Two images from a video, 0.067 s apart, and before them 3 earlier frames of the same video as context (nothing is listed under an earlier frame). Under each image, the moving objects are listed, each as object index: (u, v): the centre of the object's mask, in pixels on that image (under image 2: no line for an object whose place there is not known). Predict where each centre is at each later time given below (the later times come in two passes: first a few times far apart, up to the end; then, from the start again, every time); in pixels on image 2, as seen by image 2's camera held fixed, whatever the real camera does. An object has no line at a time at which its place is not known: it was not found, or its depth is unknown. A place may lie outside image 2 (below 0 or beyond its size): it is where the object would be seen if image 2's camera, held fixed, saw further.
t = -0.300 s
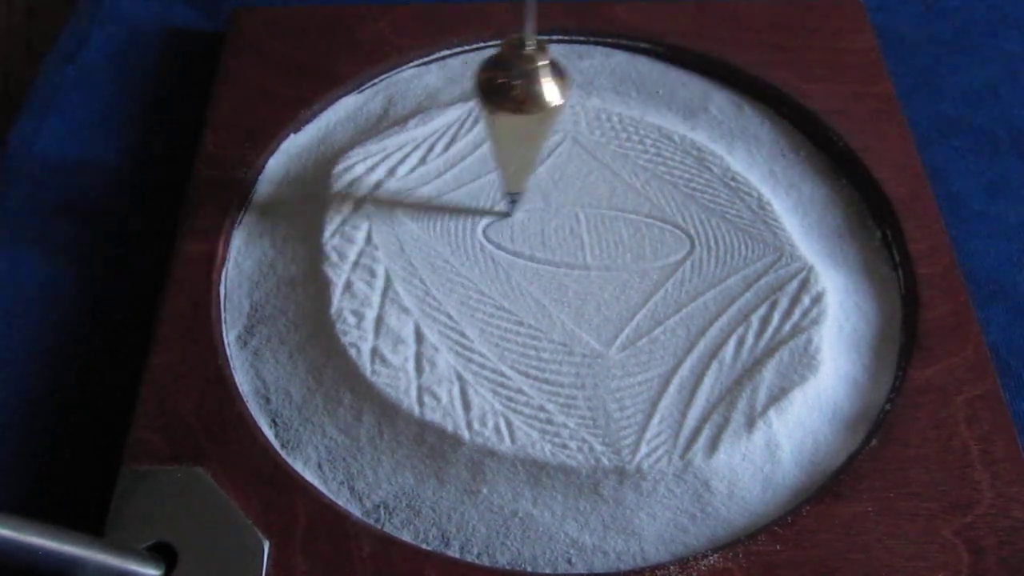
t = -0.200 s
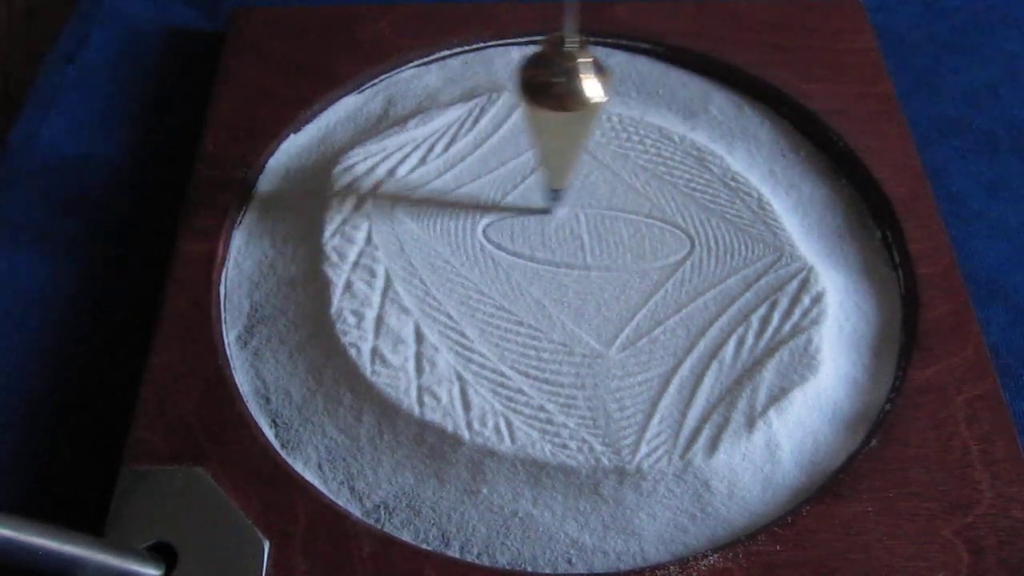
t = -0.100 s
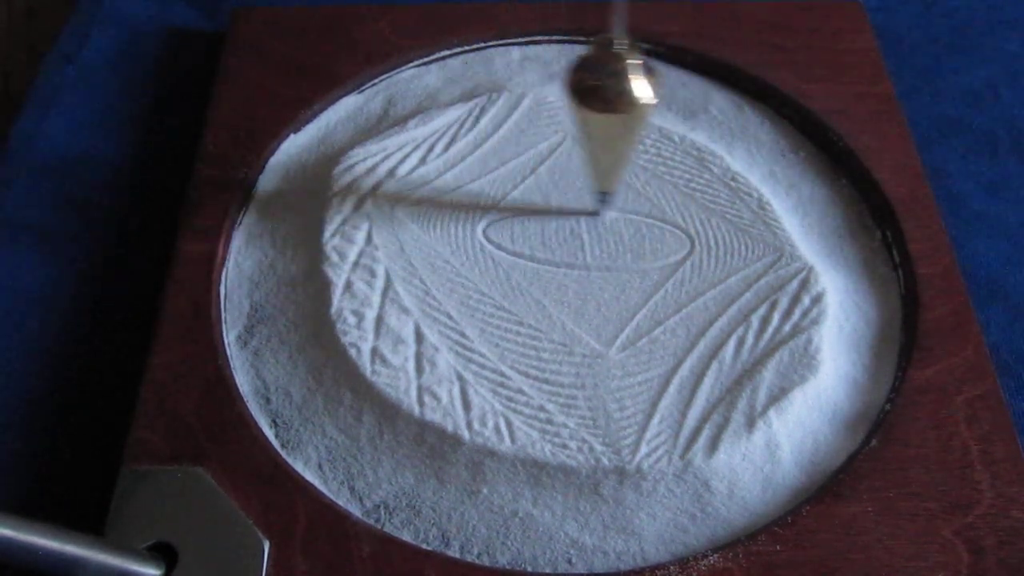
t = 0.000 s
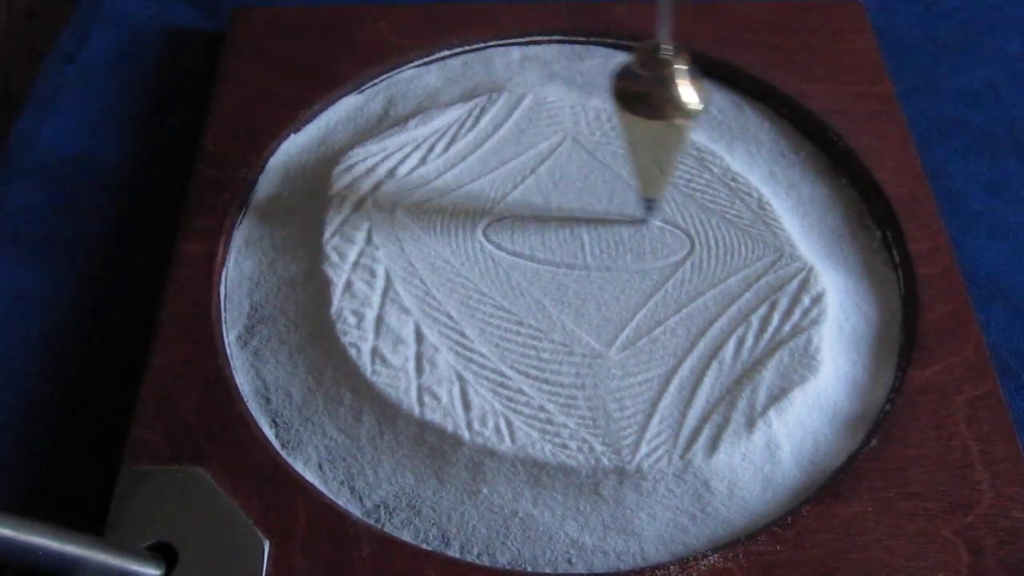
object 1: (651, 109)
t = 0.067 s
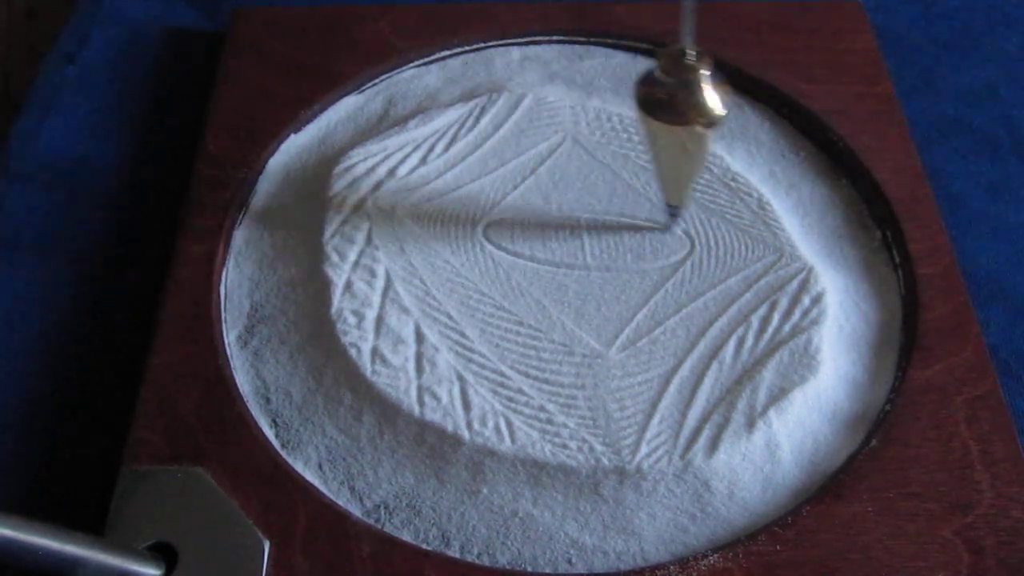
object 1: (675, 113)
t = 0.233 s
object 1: (699, 130)
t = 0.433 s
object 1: (639, 139)
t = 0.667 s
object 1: (526, 134)
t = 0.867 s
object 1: (489, 116)
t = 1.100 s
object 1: (554, 106)
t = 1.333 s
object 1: (663, 111)
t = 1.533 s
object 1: (699, 128)
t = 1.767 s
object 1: (619, 139)
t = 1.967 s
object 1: (521, 134)
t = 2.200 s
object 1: (488, 116)
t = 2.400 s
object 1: (552, 110)
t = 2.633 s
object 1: (666, 116)
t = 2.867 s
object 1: (696, 128)
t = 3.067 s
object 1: (620, 137)
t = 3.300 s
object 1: (510, 127)
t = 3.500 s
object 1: (489, 117)
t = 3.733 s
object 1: (566, 114)
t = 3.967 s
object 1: (672, 121)
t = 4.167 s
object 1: (695, 126)
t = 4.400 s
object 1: (611, 129)
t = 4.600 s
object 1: (517, 121)
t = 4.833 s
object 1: (495, 117)
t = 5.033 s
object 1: (565, 119)
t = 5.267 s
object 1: (671, 123)
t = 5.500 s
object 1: (689, 126)
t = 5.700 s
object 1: (607, 127)
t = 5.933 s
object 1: (506, 120)
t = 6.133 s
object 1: (490, 120)
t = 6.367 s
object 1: (580, 124)
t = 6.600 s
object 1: (682, 123)
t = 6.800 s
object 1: (688, 124)
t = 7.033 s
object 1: (592, 121)
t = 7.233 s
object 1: (510, 116)
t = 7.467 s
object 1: (502, 120)
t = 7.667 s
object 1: (577, 129)
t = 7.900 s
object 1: (676, 126)
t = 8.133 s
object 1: (679, 120)
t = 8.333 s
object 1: (594, 118)
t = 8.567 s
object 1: (505, 115)
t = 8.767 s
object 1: (502, 124)
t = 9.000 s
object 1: (593, 135)
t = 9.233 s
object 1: (686, 128)
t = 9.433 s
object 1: (678, 119)
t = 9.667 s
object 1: (579, 115)
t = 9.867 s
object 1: (508, 115)
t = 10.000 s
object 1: (497, 120)
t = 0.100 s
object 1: (683, 116)
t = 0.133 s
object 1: (690, 120)
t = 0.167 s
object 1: (699, 123)
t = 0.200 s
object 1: (701, 126)
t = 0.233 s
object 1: (699, 130)
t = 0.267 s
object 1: (695, 131)
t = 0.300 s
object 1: (689, 131)
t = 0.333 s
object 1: (679, 134)
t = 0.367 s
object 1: (668, 134)
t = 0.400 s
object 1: (654, 138)
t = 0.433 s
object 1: (639, 139)
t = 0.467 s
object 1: (623, 142)
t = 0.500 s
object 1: (606, 141)
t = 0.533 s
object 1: (589, 141)
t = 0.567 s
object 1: (572, 138)
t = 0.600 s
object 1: (555, 137)
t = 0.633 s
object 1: (540, 136)
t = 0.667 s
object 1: (526, 134)
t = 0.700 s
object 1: (508, 132)
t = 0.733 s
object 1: (497, 130)
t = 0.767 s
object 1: (494, 125)
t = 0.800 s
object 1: (484, 123)
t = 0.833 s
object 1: (487, 119)
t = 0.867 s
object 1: (489, 116)
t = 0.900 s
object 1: (489, 113)
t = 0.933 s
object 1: (492, 110)
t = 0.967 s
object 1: (507, 108)
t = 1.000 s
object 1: (516, 106)
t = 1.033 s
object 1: (530, 105)
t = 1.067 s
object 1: (538, 106)
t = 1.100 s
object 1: (554, 106)
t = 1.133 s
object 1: (570, 107)
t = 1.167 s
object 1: (587, 105)
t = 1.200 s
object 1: (604, 108)
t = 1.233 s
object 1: (620, 109)
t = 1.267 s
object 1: (635, 110)
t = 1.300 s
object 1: (650, 113)
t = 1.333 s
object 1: (663, 111)
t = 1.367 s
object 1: (674, 113)
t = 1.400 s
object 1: (683, 117)
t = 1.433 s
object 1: (695, 120)
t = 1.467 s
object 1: (700, 123)
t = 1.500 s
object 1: (701, 126)
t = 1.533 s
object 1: (699, 128)
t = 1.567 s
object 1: (695, 131)
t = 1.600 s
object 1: (689, 131)
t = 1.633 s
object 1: (680, 131)
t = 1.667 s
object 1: (669, 133)
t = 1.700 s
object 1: (655, 134)
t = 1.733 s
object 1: (635, 137)
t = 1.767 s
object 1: (619, 139)
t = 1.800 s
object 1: (602, 140)
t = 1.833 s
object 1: (584, 139)
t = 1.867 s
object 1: (567, 139)
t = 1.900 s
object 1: (551, 138)
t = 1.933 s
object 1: (535, 137)
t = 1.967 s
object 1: (521, 134)
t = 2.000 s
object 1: (508, 130)
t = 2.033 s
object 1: (503, 126)
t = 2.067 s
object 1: (493, 123)
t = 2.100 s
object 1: (488, 122)
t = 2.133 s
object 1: (486, 120)
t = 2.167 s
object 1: (485, 117)
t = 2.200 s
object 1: (488, 116)
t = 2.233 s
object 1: (495, 114)
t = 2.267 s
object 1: (504, 112)
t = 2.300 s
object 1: (514, 111)
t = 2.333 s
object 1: (523, 110)
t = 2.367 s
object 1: (537, 110)
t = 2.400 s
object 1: (552, 110)
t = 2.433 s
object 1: (569, 110)
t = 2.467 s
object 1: (585, 110)
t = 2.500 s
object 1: (602, 111)
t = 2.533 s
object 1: (618, 114)
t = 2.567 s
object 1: (634, 115)
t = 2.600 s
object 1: (649, 115)
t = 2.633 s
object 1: (666, 116)
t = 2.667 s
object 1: (674, 118)
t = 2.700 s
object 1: (682, 120)
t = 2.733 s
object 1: (695, 121)
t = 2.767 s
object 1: (700, 123)
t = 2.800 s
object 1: (701, 126)
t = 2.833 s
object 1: (700, 127)
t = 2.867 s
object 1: (696, 128)
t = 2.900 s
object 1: (689, 129)
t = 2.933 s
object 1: (680, 128)
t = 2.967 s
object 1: (669, 128)
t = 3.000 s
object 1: (656, 131)
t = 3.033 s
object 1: (636, 135)
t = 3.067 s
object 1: (620, 137)
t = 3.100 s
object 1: (604, 137)
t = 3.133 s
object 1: (587, 134)
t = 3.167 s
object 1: (570, 132)
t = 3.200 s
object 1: (553, 132)
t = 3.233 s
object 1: (538, 130)
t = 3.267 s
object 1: (523, 128)
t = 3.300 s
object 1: (510, 127)
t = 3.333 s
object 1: (504, 124)
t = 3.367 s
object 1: (494, 123)
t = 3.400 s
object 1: (488, 120)
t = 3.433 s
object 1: (487, 119)
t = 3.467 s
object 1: (487, 118)
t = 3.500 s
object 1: (489, 117)
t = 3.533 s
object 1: (495, 116)
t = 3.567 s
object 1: (500, 115)
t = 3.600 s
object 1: (511, 113)
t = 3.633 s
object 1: (520, 112)
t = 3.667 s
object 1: (535, 112)
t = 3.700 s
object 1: (551, 113)
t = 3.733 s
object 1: (566, 114)
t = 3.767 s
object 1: (583, 115)
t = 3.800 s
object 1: (600, 114)
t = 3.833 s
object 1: (616, 115)
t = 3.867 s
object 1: (633, 117)
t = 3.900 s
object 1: (647, 118)
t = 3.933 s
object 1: (660, 121)
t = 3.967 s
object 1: (672, 121)
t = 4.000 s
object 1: (681, 121)
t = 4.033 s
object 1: (694, 121)
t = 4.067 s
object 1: (698, 124)
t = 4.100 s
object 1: (700, 125)
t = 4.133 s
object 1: (699, 126)
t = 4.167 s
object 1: (695, 126)
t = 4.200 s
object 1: (690, 126)
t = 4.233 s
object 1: (680, 126)
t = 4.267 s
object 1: (670, 125)
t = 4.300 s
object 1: (657, 126)
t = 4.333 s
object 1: (643, 128)
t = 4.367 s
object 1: (622, 131)
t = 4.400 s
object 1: (611, 129)
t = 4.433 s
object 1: (594, 129)
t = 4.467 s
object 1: (577, 126)
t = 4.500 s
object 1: (561, 125)
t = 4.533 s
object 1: (545, 125)
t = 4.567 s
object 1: (530, 123)
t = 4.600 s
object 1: (517, 121)
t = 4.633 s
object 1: (502, 122)
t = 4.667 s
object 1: (497, 121)
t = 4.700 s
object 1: (486, 120)
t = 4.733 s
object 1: (487, 118)
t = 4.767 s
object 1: (486, 118)
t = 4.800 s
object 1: (488, 118)
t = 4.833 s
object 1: (495, 117)
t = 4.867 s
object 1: (503, 117)
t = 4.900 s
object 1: (507, 118)
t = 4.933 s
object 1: (523, 116)
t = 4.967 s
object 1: (533, 117)
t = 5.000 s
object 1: (549, 117)
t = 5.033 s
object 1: (565, 119)
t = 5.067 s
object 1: (582, 119)
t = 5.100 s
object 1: (598, 121)
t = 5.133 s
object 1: (615, 120)
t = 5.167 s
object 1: (631, 122)
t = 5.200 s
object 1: (645, 123)
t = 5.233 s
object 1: (658, 124)
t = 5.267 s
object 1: (671, 123)
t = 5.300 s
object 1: (684, 121)
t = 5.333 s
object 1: (692, 123)
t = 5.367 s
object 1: (697, 124)
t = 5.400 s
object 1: (699, 126)
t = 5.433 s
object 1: (698, 126)
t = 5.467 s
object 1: (695, 126)
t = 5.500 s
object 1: (689, 126)
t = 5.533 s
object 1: (680, 124)
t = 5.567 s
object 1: (670, 125)
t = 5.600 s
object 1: (653, 126)
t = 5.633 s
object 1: (639, 127)
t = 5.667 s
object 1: (624, 127)
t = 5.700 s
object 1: (607, 127)
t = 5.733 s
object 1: (591, 126)
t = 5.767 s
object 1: (574, 125)
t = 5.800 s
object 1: (558, 125)
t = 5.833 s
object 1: (542, 124)
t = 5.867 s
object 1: (527, 122)
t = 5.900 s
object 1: (515, 121)
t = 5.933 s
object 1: (506, 120)
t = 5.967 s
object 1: (498, 120)
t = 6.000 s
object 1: (488, 121)
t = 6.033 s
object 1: (488, 119)
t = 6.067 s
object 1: (487, 119)
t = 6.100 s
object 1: (489, 119)
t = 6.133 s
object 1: (490, 120)
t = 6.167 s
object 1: (501, 120)
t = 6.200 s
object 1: (510, 119)
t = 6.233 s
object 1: (521, 119)
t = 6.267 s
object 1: (533, 121)
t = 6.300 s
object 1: (548, 122)
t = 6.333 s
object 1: (563, 122)
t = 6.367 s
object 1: (580, 124)
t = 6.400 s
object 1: (596, 124)
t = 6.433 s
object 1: (613, 124)
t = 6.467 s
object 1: (629, 125)
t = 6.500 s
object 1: (643, 125)
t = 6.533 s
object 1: (657, 126)
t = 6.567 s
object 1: (669, 122)
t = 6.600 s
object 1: (682, 123)
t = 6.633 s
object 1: (690, 125)
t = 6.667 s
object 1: (696, 125)
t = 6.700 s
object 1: (698, 126)
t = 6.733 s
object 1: (698, 125)
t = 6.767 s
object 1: (695, 125)
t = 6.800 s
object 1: (688, 124)
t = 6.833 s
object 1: (680, 123)
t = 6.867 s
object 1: (670, 121)
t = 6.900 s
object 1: (653, 123)
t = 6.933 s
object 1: (639, 123)
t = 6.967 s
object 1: (625, 122)
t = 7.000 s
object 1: (608, 121)
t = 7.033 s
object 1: (592, 121)
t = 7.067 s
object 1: (575, 120)
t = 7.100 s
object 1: (559, 119)
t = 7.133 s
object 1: (543, 121)
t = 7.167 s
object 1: (529, 119)
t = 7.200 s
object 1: (516, 118)
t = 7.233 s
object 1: (510, 116)
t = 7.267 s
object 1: (502, 116)
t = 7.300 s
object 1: (495, 118)
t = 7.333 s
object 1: (486, 120)
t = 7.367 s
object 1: (491, 118)
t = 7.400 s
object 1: (486, 120)
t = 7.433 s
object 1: (496, 120)
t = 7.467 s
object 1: (502, 120)
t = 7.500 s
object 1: (510, 121)
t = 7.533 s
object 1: (518, 124)
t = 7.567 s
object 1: (531, 124)
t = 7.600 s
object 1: (546, 125)
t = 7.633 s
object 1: (561, 127)
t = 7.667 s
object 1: (577, 129)
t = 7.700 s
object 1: (594, 129)
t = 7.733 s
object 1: (611, 127)
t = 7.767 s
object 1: (626, 127)
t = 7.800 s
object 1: (642, 127)
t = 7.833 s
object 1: (657, 126)
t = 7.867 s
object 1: (669, 126)
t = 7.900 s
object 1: (676, 126)
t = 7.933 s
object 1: (687, 127)
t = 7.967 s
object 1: (693, 126)
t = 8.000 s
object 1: (696, 126)
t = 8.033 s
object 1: (696, 126)
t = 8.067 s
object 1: (693, 124)
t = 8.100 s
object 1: (687, 123)
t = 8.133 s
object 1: (679, 120)
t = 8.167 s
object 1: (670, 119)
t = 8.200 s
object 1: (654, 120)
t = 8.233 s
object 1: (640, 120)
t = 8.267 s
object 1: (625, 121)
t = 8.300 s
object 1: (610, 118)
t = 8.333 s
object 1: (594, 118)
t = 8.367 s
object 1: (577, 117)
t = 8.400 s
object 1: (562, 117)
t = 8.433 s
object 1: (547, 116)
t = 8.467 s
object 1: (532, 116)
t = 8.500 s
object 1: (520, 117)
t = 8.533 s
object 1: (509, 116)
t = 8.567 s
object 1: (505, 115)
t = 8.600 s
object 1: (499, 116)
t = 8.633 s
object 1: (495, 118)
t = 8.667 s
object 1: (494, 118)
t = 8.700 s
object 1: (488, 122)
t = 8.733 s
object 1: (499, 121)
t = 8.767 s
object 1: (502, 124)
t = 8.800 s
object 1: (510, 126)
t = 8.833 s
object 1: (521, 126)
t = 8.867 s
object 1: (532, 129)
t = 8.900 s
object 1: (545, 131)
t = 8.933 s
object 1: (561, 132)
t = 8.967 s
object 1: (576, 133)
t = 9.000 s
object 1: (593, 135)
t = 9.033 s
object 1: (609, 133)
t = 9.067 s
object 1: (625, 134)
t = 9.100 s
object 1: (639, 133)
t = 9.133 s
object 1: (652, 131)
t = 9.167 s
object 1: (669, 129)
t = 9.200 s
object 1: (679, 129)
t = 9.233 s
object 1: (686, 128)
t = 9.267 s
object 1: (691, 128)
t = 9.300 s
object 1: (694, 128)
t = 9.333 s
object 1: (694, 126)
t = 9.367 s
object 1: (691, 124)
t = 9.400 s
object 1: (686, 122)
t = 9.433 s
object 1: (678, 119)
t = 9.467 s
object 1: (664, 119)
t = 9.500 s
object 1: (658, 115)
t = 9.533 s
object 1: (640, 118)
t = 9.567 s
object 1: (625, 116)
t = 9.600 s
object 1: (611, 115)
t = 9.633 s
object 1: (595, 114)
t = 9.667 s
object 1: (579, 115)
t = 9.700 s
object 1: (564, 113)
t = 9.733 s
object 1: (549, 114)
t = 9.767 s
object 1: (535, 114)
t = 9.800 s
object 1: (528, 112)
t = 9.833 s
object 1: (517, 113)
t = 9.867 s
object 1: (508, 115)
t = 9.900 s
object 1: (502, 115)
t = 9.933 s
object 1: (498, 116)
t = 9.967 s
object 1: (496, 118)
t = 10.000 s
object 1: (497, 120)
